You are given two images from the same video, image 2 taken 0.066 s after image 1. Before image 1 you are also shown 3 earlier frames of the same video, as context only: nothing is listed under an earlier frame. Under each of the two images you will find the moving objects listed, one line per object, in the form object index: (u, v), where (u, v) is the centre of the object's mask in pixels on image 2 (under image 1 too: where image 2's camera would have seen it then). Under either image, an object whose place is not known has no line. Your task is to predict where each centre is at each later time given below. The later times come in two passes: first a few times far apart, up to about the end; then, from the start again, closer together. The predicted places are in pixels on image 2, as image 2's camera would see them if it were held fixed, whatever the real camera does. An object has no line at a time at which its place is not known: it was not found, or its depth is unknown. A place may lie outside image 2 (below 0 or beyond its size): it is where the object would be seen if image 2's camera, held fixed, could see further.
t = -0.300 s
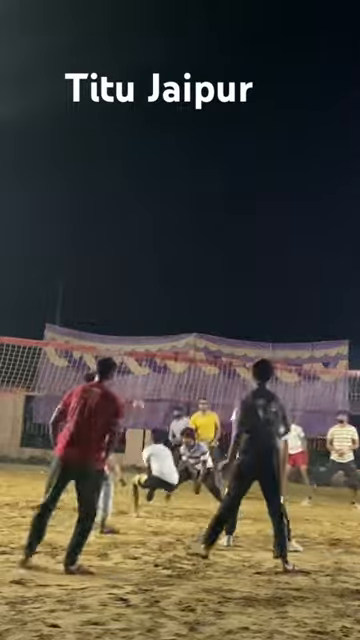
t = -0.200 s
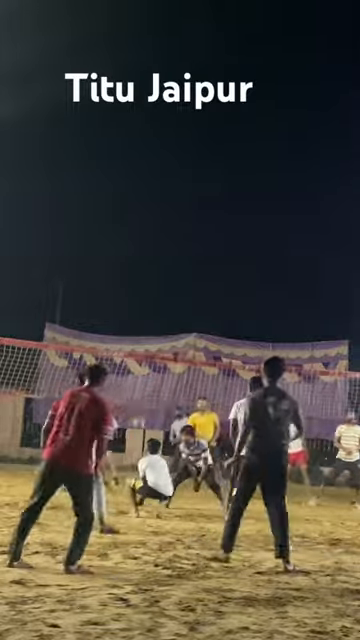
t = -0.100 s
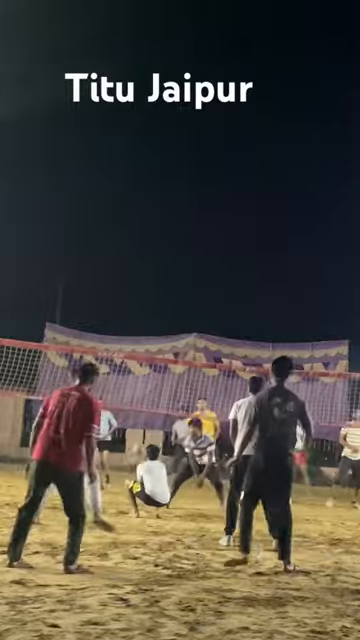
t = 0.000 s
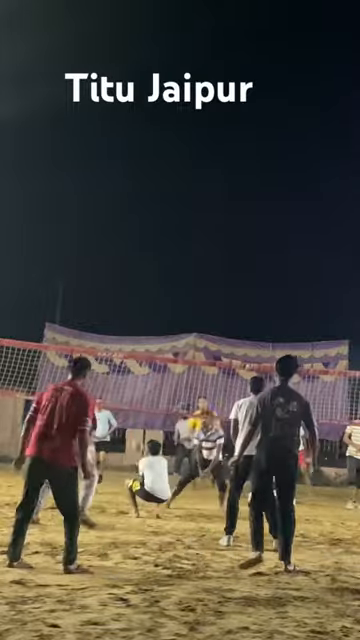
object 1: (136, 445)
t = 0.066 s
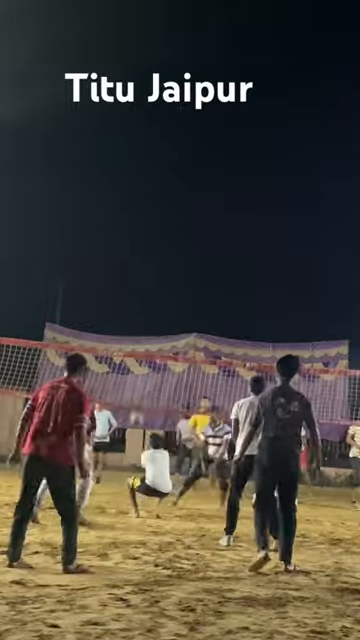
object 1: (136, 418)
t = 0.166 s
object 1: (132, 383)
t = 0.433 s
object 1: (124, 322)
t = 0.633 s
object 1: (114, 309)
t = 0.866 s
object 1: (97, 333)
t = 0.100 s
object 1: (136, 407)
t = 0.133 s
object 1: (135, 392)
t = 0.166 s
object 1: (132, 383)
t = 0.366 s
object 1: (127, 332)
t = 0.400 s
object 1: (126, 327)
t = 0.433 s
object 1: (124, 322)
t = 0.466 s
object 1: (123, 318)
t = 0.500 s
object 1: (121, 314)
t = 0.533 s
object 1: (119, 312)
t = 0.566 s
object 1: (117, 311)
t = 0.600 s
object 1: (116, 309)
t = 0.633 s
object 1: (114, 309)
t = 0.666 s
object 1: (112, 310)
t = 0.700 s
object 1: (109, 311)
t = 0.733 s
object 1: (107, 314)
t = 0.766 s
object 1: (105, 317)
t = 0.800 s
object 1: (103, 321)
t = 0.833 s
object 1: (100, 326)
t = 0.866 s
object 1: (97, 333)
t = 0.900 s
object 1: (95, 339)
